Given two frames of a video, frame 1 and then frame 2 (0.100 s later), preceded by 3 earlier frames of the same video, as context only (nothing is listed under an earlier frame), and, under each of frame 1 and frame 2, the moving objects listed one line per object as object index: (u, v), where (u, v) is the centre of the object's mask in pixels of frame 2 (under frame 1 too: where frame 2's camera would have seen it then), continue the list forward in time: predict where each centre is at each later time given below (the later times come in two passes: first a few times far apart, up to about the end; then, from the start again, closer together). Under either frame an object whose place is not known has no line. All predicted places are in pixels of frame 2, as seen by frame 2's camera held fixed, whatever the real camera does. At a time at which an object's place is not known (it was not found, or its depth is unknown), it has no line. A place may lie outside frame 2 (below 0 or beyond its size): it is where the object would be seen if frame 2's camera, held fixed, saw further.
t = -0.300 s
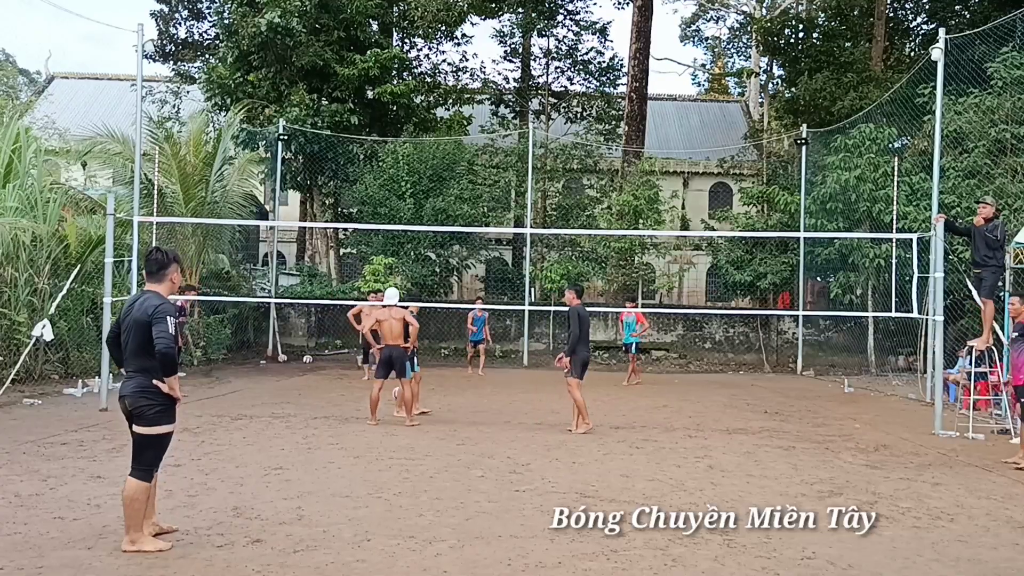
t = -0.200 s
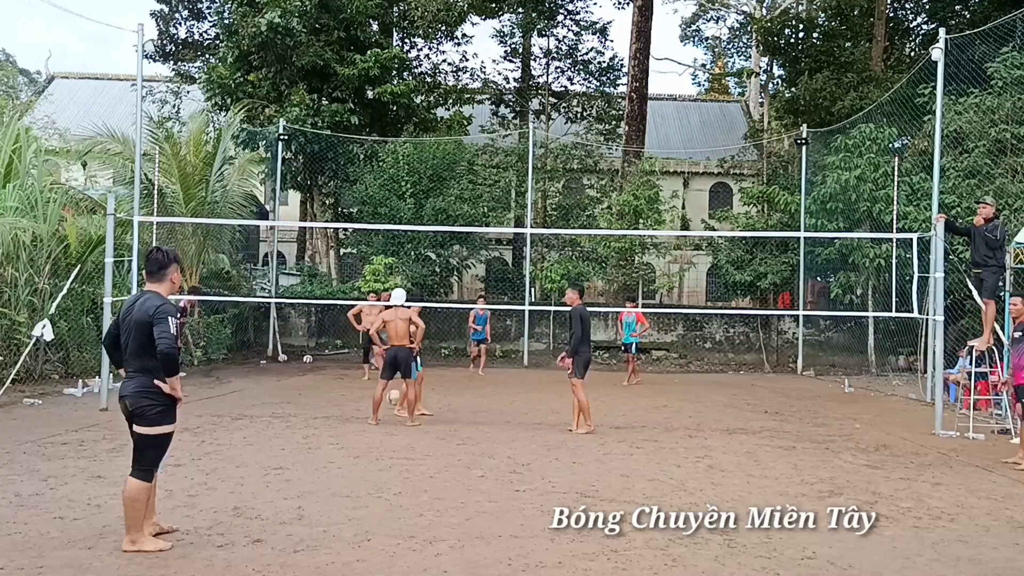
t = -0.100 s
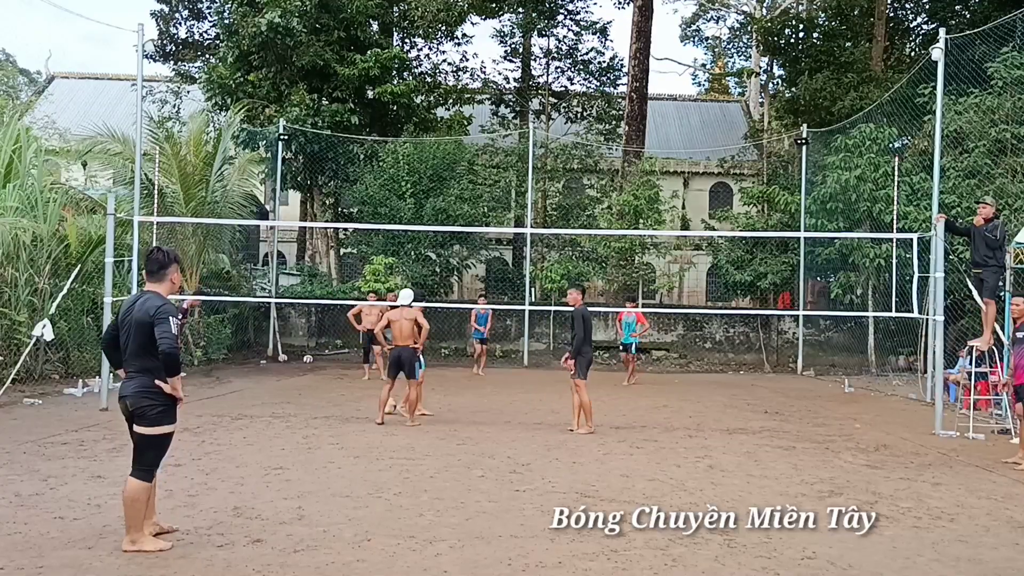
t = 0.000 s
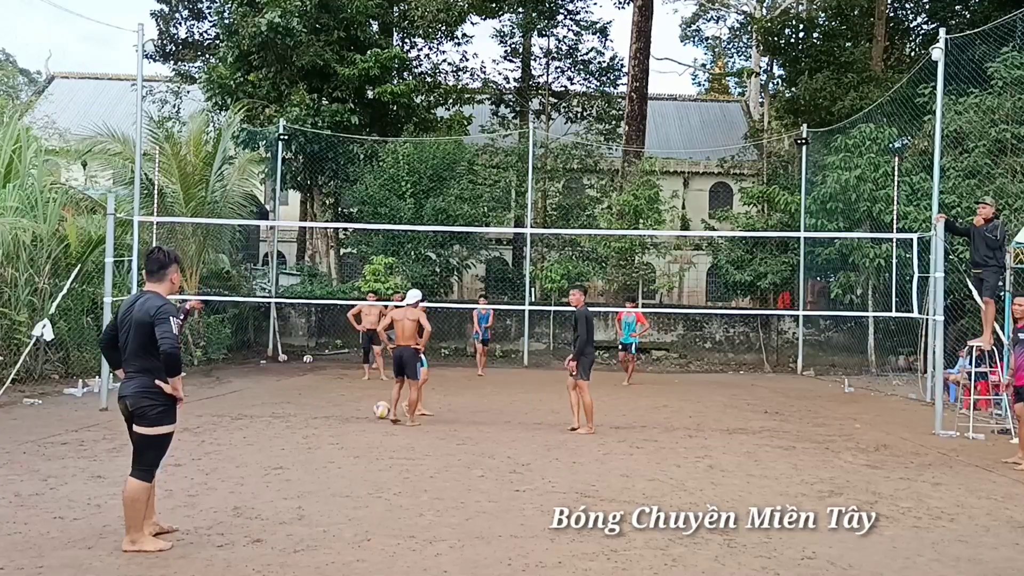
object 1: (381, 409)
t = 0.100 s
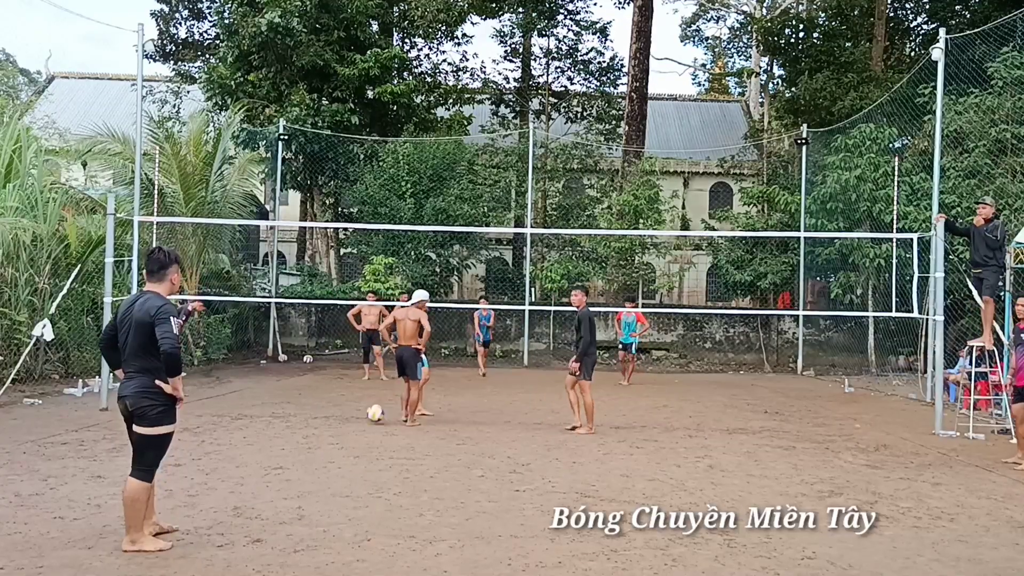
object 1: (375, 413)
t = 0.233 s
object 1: (366, 420)
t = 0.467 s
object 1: (349, 438)
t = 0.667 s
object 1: (331, 454)
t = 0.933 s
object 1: (300, 481)
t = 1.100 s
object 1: (275, 503)
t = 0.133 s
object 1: (373, 415)
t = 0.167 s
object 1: (370, 419)
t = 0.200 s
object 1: (369, 419)
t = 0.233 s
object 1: (366, 420)
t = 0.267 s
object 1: (364, 423)
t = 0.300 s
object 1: (362, 426)
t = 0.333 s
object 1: (359, 423)
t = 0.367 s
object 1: (357, 430)
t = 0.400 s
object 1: (354, 433)
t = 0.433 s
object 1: (351, 436)
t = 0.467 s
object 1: (349, 438)
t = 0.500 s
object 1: (346, 440)
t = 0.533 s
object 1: (343, 443)
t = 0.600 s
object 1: (337, 447)
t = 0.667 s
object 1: (331, 454)
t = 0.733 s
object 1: (323, 455)
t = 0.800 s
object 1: (316, 467)
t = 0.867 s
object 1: (308, 473)
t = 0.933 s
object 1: (300, 481)
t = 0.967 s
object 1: (295, 485)
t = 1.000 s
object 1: (290, 490)
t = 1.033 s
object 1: (285, 493)
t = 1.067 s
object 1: (280, 498)
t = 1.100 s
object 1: (275, 503)
